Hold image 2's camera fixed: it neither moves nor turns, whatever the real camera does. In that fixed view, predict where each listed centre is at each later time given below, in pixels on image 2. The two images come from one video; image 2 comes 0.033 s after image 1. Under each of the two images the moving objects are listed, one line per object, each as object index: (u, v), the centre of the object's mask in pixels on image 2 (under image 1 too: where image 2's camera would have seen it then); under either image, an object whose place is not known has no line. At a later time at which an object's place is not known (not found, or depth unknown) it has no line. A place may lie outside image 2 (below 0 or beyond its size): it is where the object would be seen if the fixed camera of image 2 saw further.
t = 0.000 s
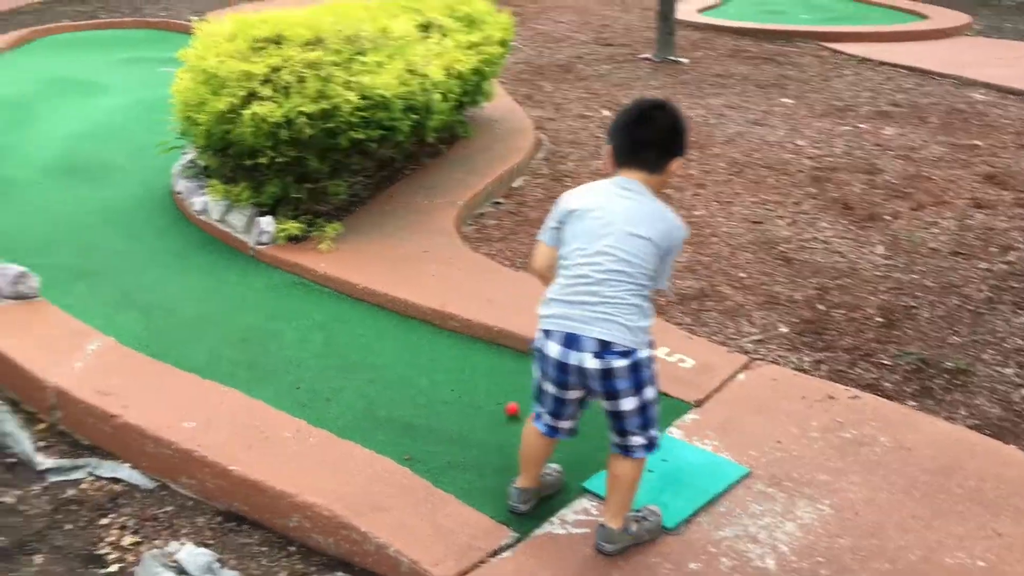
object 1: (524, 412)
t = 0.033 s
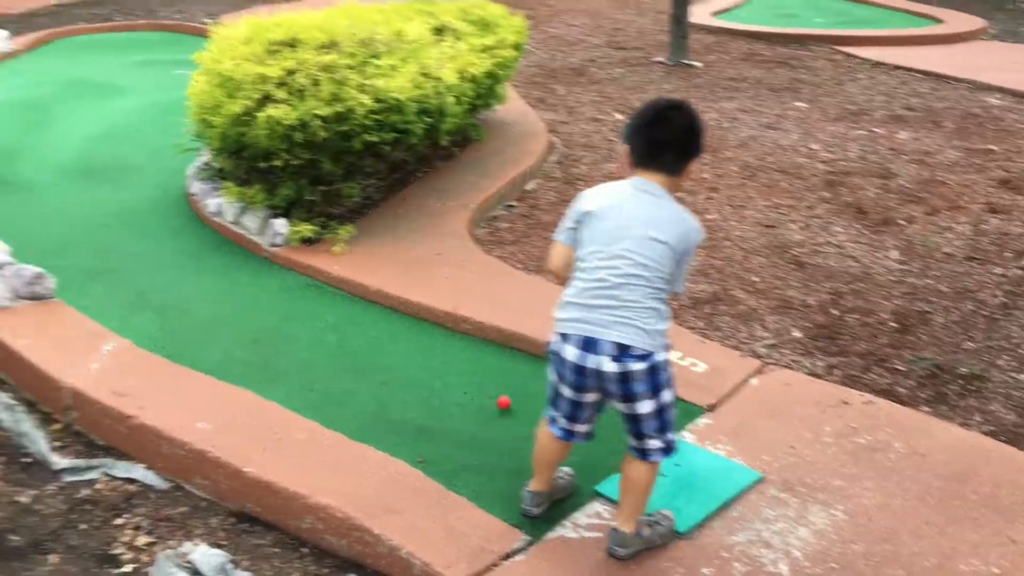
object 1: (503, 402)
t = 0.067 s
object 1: (483, 396)
